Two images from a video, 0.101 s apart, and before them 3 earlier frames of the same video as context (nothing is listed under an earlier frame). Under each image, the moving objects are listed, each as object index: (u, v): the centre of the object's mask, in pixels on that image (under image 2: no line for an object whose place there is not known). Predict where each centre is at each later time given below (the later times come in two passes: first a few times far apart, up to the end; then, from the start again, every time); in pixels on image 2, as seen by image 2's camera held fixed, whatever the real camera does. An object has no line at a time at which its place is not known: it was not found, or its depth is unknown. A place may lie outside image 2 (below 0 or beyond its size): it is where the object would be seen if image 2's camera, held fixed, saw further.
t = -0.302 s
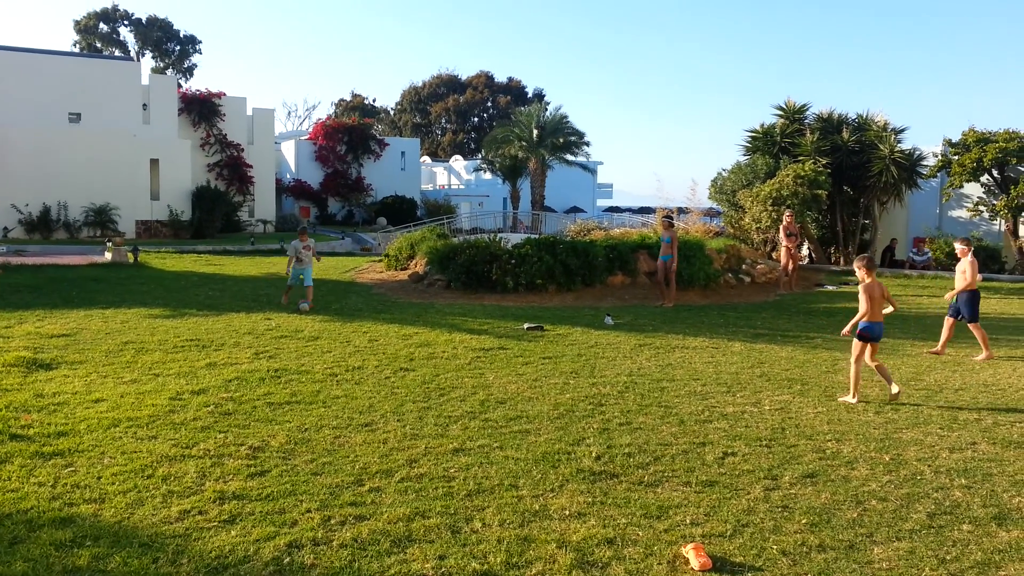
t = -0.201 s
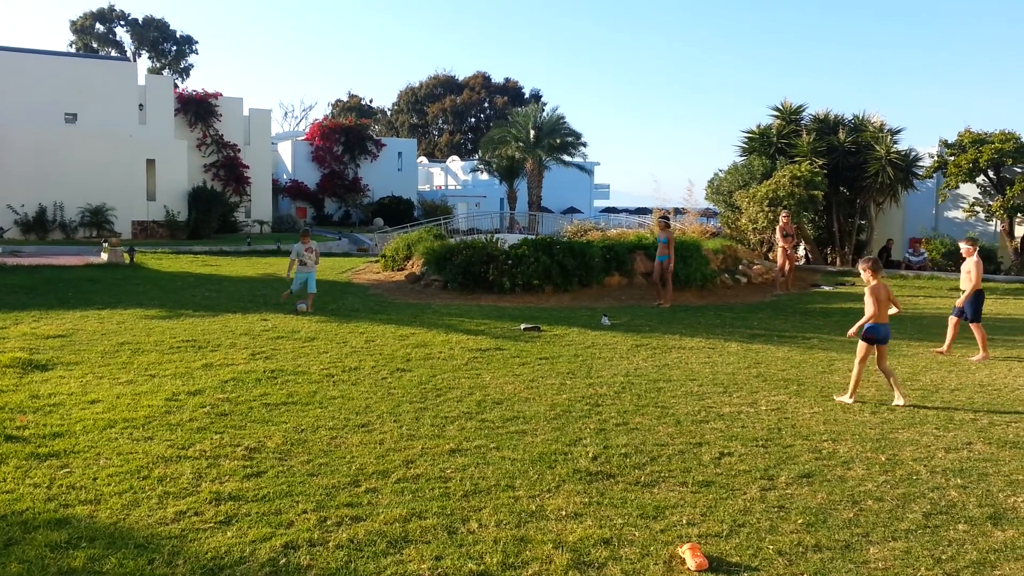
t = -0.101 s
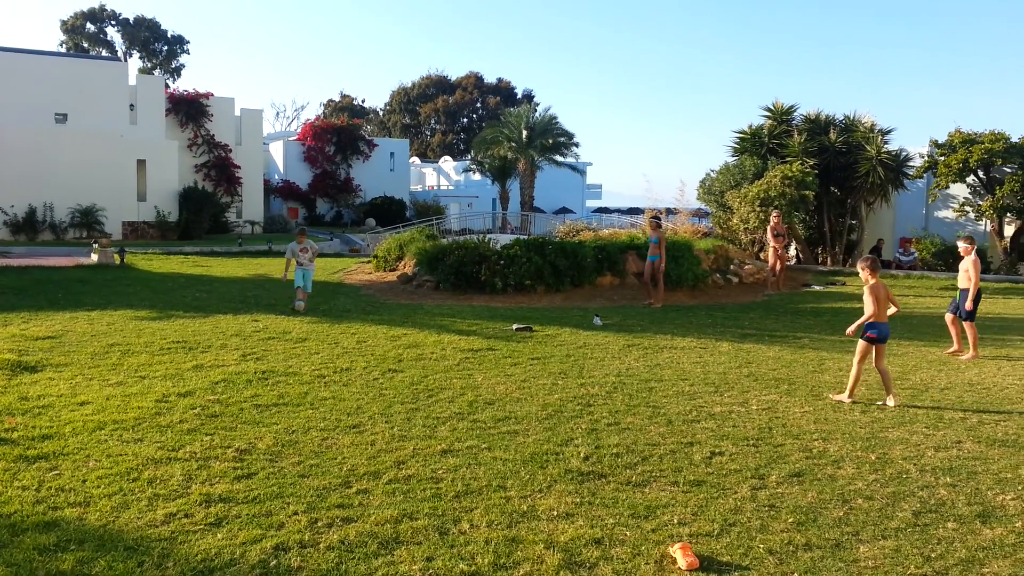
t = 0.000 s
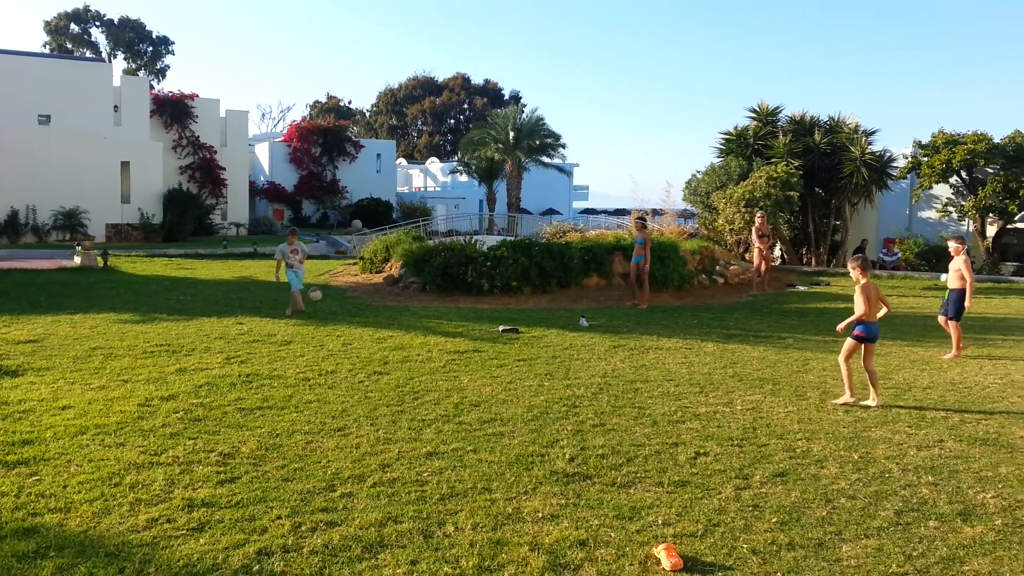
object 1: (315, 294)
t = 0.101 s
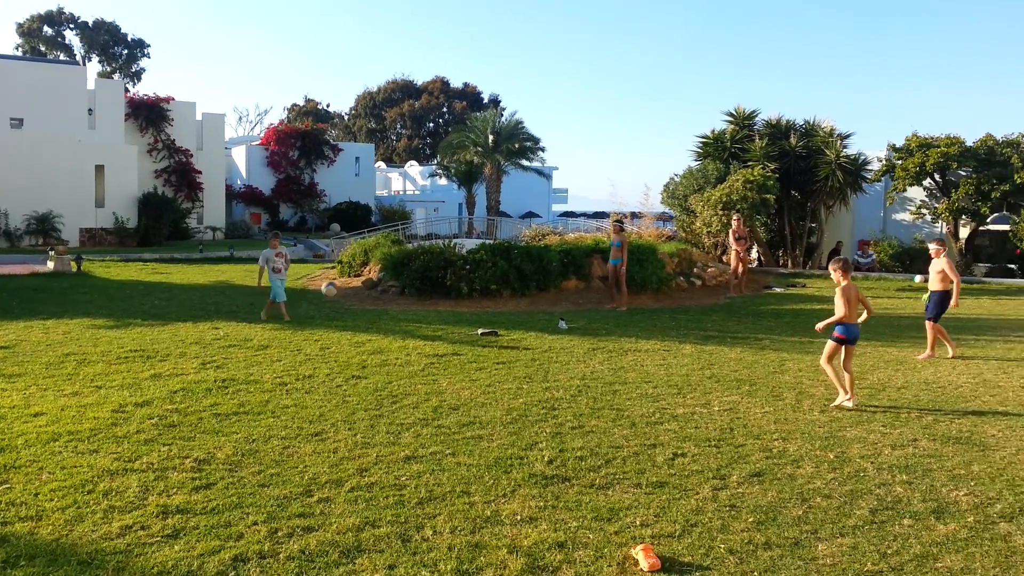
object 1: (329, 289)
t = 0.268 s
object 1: (403, 285)
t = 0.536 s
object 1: (582, 334)
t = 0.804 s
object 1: (861, 452)
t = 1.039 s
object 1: (1069, 428)
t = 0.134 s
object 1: (342, 287)
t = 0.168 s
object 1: (357, 286)
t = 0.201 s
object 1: (371, 285)
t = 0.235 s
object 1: (386, 284)
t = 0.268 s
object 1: (403, 285)
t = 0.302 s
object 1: (421, 287)
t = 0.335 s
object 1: (439, 289)
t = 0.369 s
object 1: (459, 293)
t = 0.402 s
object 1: (480, 298)
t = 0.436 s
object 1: (503, 305)
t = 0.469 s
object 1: (527, 313)
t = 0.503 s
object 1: (554, 323)
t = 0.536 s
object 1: (582, 334)
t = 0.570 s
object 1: (612, 348)
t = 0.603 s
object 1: (644, 364)
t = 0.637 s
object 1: (680, 383)
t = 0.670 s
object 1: (718, 406)
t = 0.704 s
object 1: (761, 432)
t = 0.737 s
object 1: (808, 463)
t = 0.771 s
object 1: (835, 462)
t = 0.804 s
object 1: (861, 452)
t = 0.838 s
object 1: (886, 444)
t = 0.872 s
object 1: (914, 437)
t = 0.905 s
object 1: (942, 431)
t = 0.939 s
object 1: (971, 428)
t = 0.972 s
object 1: (1002, 426)
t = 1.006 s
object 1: (1035, 426)
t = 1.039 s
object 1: (1069, 428)
